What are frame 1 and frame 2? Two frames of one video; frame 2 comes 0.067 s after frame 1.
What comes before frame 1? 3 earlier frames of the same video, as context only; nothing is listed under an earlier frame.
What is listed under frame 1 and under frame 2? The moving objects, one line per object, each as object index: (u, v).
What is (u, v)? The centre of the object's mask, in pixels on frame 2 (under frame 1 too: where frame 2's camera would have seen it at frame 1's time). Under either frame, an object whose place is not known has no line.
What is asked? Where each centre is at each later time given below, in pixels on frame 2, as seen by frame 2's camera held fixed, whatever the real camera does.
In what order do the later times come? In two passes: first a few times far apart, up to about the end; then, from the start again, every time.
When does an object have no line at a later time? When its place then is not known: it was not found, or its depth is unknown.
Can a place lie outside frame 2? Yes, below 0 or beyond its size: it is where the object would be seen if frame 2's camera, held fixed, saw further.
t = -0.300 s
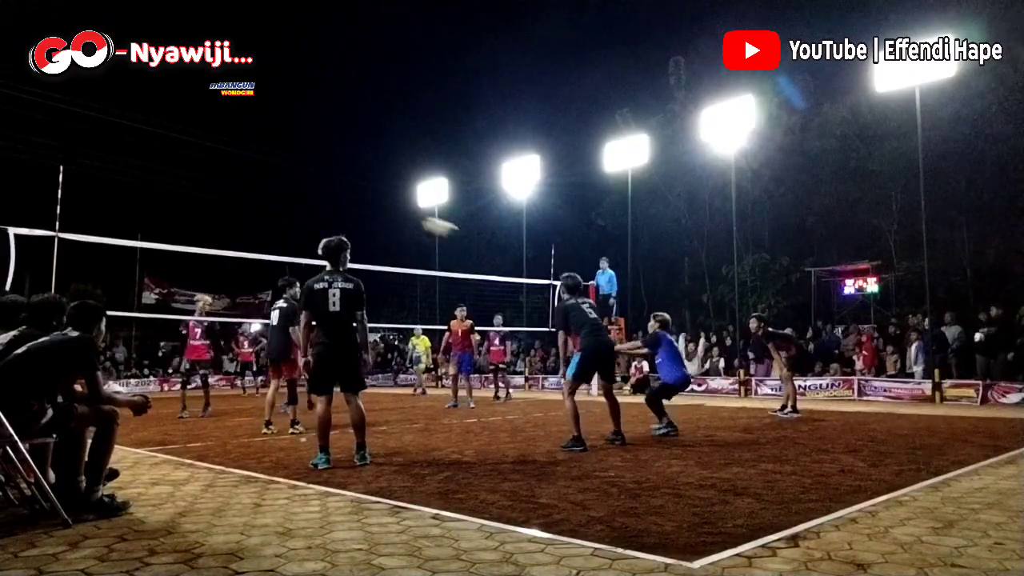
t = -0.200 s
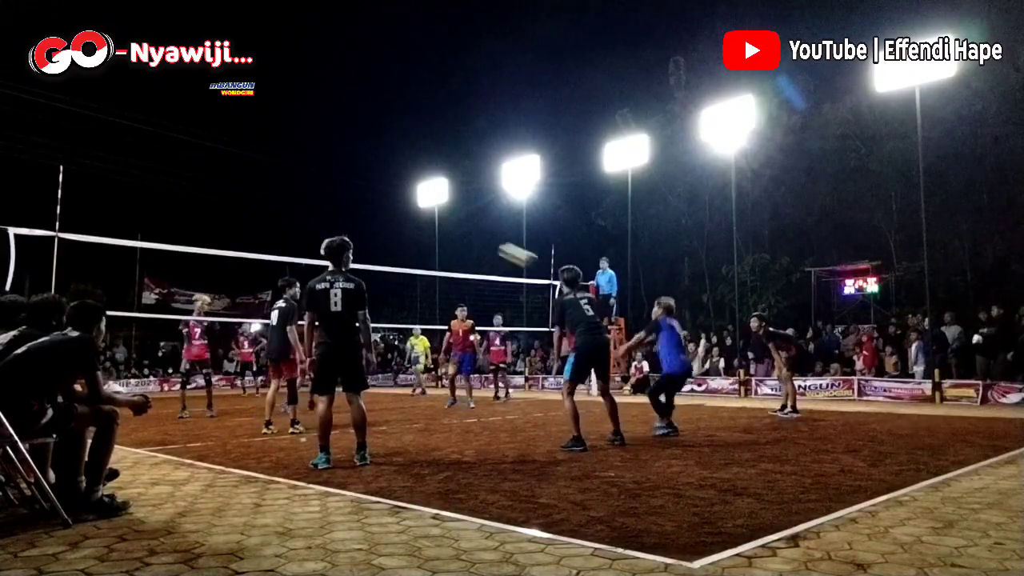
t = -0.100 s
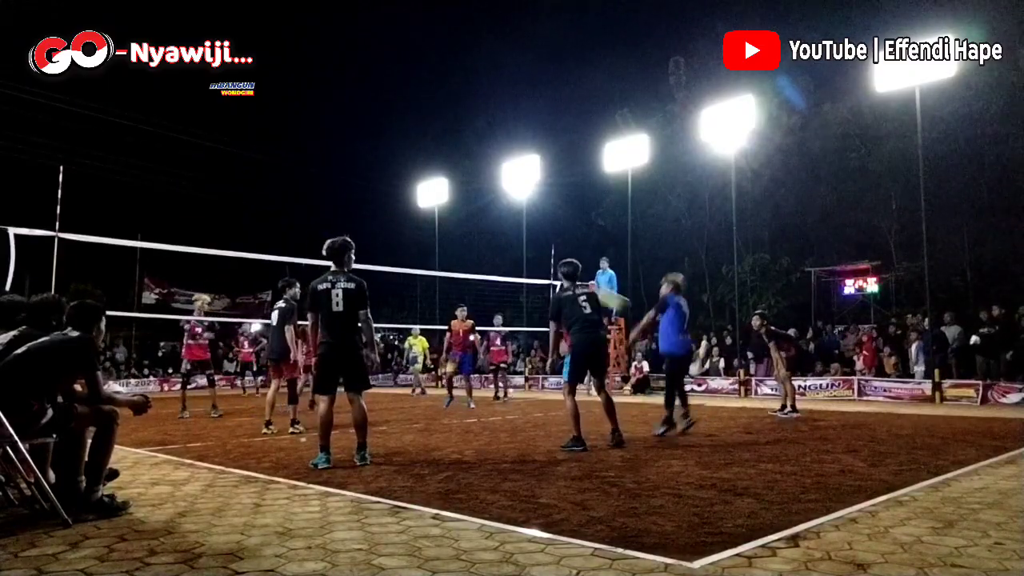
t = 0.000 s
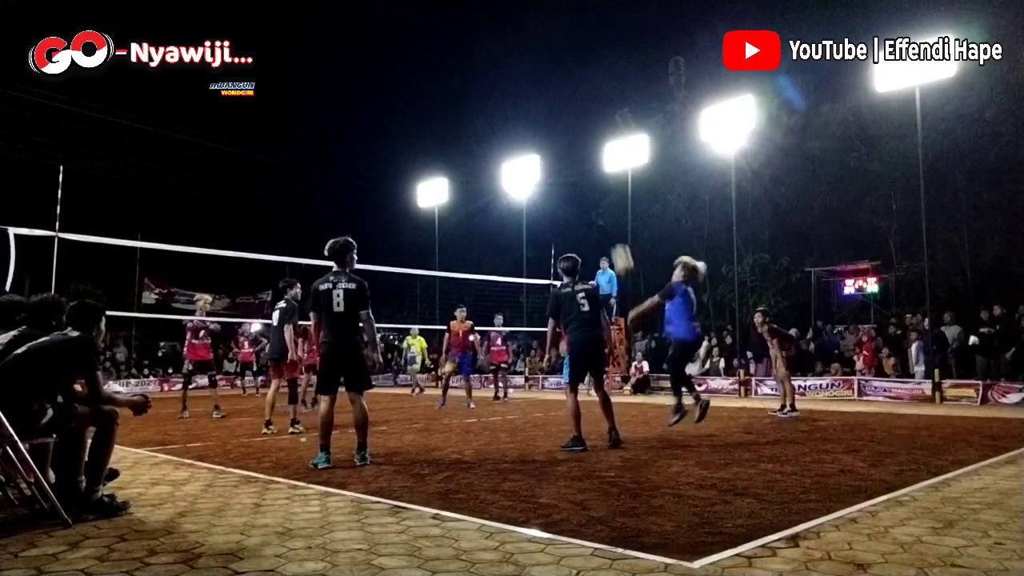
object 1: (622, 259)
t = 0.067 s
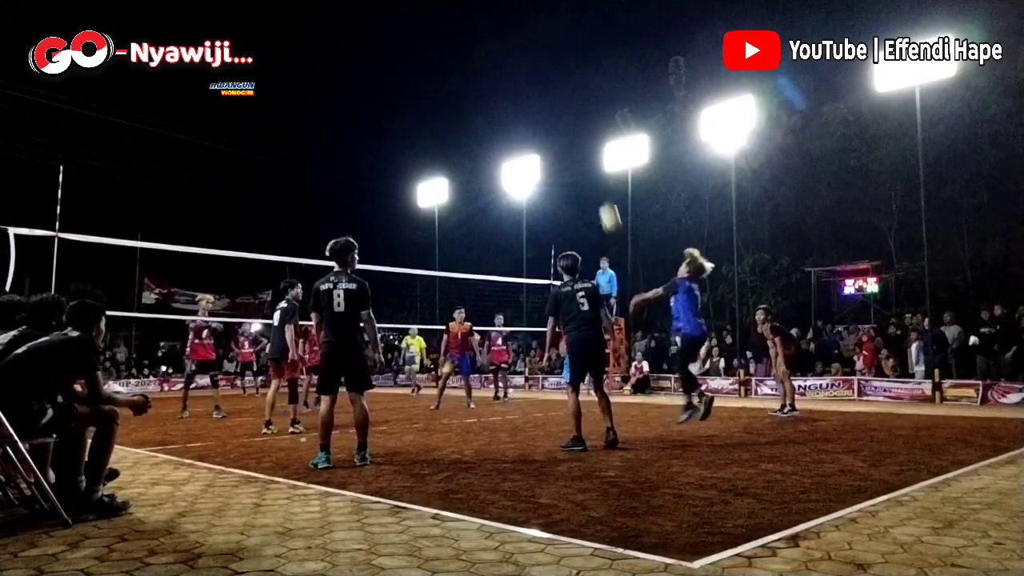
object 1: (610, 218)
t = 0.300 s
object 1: (574, 110)
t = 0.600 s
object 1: (539, 45)
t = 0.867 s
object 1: (515, 46)
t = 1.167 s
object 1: (493, 99)
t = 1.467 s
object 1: (472, 199)
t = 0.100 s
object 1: (604, 198)
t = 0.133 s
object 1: (597, 180)
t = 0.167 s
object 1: (591, 163)
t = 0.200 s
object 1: (587, 148)
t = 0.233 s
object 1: (583, 133)
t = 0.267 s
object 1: (578, 121)
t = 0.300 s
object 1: (574, 110)
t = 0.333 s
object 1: (569, 98)
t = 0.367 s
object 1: (565, 88)
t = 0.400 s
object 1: (561, 79)
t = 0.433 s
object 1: (557, 71)
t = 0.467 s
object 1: (553, 65)
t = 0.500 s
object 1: (549, 59)
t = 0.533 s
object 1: (546, 53)
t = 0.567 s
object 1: (542, 49)
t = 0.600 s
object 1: (539, 45)
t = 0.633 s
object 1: (536, 43)
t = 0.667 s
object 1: (533, 41)
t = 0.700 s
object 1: (529, 40)
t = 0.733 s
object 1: (526, 40)
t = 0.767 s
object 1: (523, 40)
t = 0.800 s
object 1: (521, 41)
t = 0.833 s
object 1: (518, 43)
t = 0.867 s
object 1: (515, 46)
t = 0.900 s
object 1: (512, 49)
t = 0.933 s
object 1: (510, 53)
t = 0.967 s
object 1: (507, 58)
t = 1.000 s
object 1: (505, 63)
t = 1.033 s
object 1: (503, 69)
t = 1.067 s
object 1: (500, 76)
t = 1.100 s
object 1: (498, 83)
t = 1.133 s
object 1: (495, 91)
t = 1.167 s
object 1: (493, 99)
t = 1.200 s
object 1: (491, 108)
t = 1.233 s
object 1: (489, 117)
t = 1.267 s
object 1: (486, 128)
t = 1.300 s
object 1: (484, 138)
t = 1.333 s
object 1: (481, 149)
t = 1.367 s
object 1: (479, 160)
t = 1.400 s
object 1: (477, 172)
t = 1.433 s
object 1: (475, 185)
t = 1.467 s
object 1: (472, 199)
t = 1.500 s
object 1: (470, 212)
